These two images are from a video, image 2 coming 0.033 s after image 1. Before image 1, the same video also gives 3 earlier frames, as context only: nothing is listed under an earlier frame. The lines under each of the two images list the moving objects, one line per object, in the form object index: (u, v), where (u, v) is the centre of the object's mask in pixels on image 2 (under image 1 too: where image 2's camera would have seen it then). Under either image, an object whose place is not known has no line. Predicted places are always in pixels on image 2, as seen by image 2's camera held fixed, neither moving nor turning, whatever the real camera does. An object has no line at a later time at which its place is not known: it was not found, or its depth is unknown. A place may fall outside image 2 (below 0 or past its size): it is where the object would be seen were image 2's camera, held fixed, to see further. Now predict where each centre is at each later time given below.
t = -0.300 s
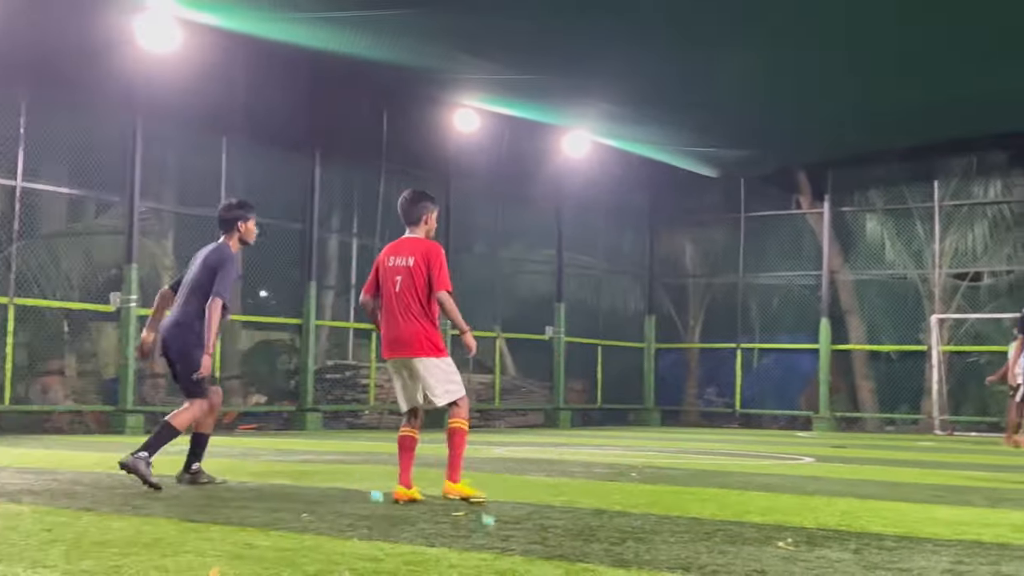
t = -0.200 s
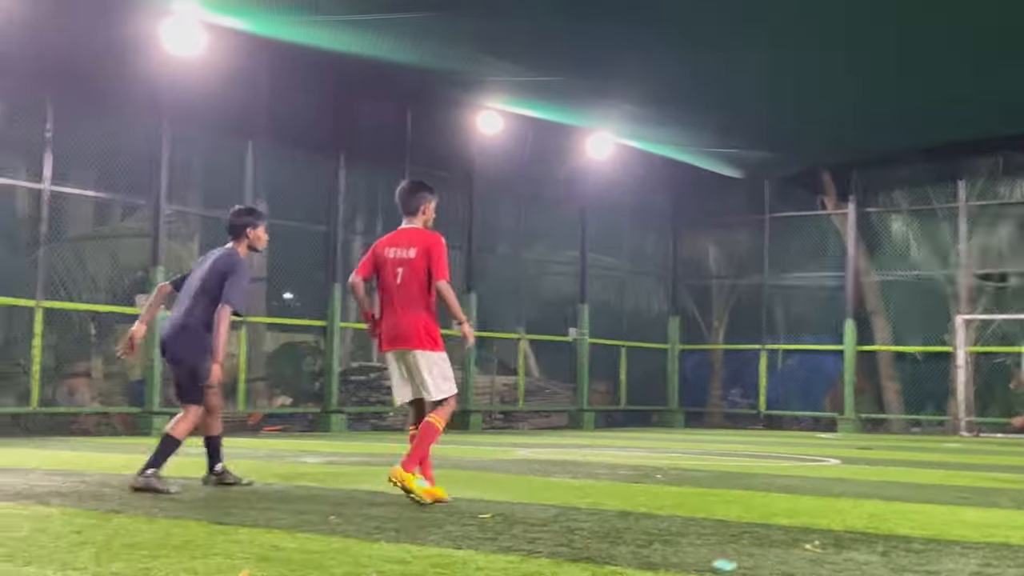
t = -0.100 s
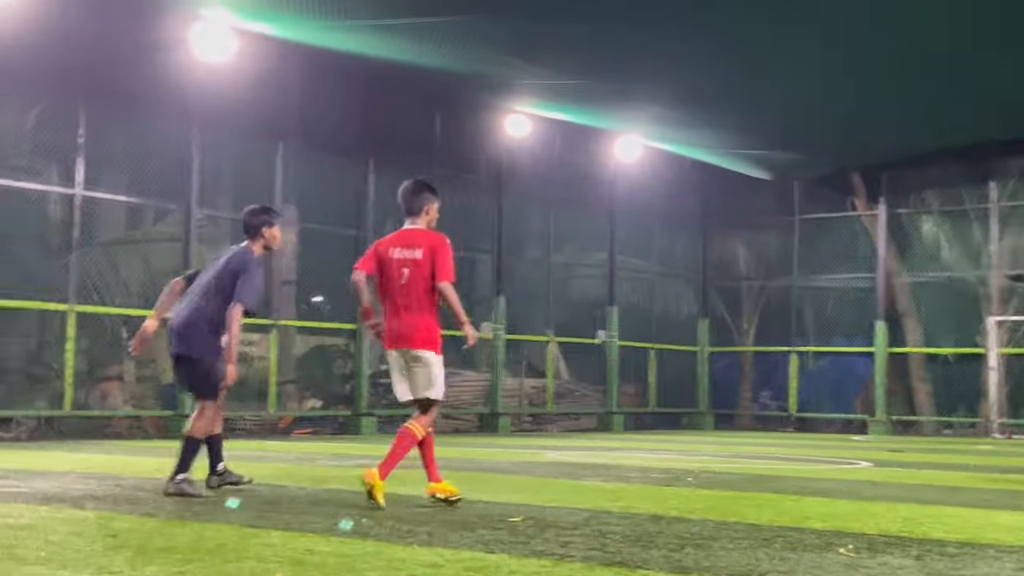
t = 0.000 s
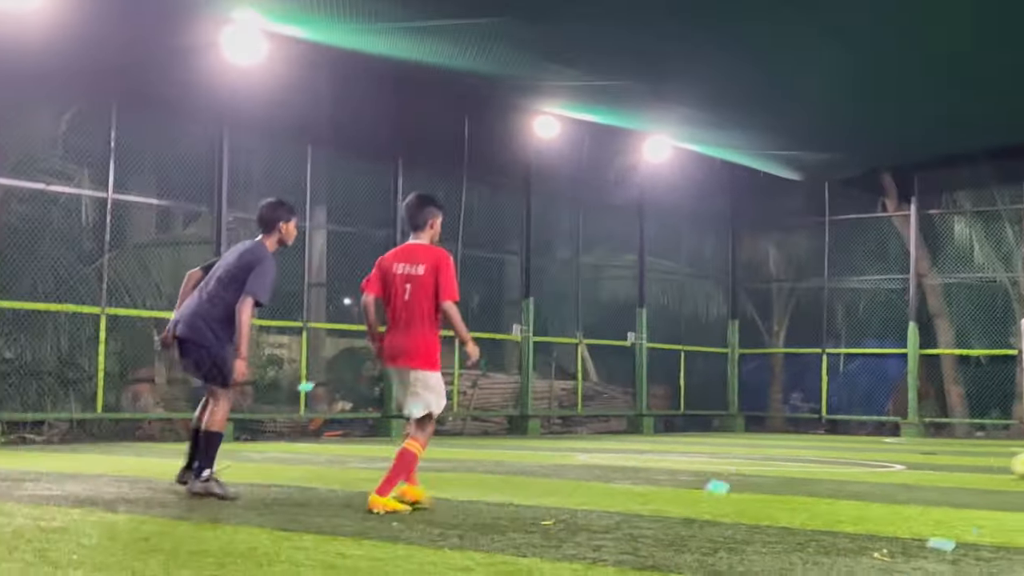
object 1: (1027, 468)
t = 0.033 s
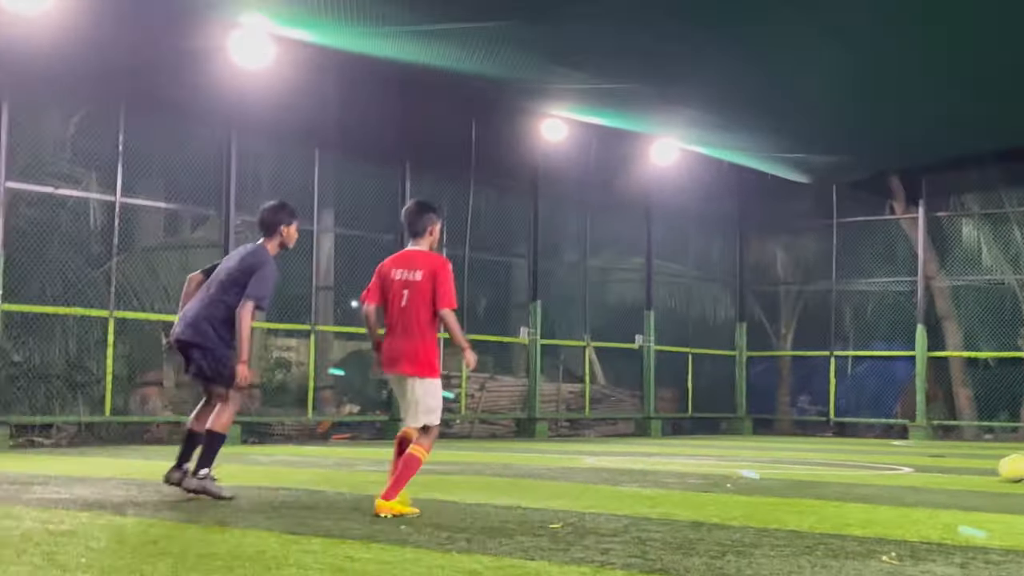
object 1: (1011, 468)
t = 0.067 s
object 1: (993, 468)
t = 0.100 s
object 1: (975, 466)
